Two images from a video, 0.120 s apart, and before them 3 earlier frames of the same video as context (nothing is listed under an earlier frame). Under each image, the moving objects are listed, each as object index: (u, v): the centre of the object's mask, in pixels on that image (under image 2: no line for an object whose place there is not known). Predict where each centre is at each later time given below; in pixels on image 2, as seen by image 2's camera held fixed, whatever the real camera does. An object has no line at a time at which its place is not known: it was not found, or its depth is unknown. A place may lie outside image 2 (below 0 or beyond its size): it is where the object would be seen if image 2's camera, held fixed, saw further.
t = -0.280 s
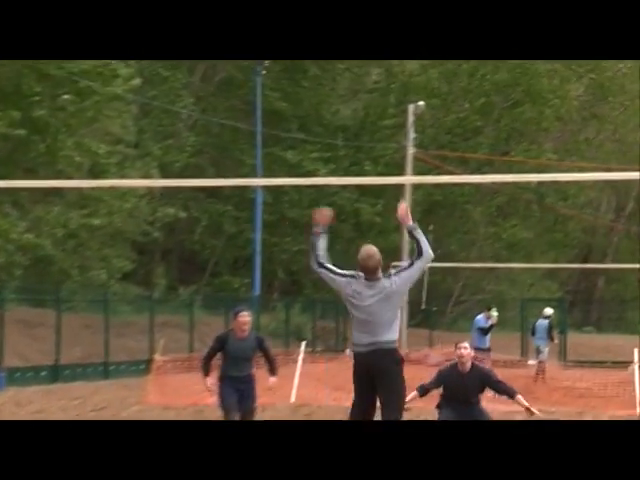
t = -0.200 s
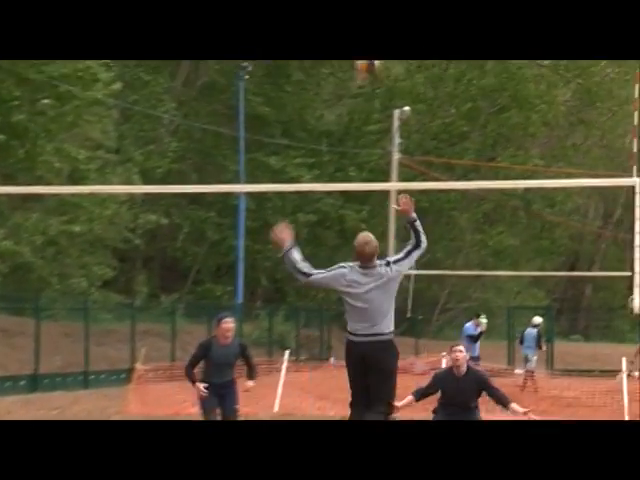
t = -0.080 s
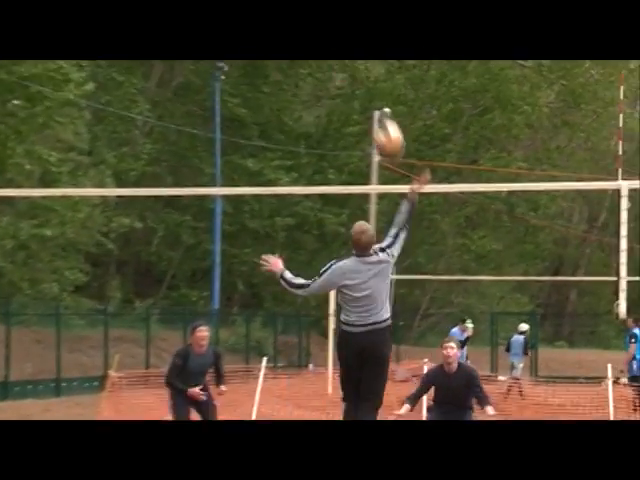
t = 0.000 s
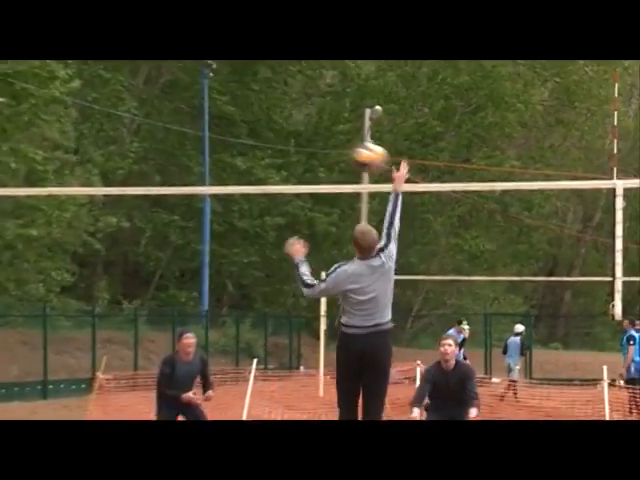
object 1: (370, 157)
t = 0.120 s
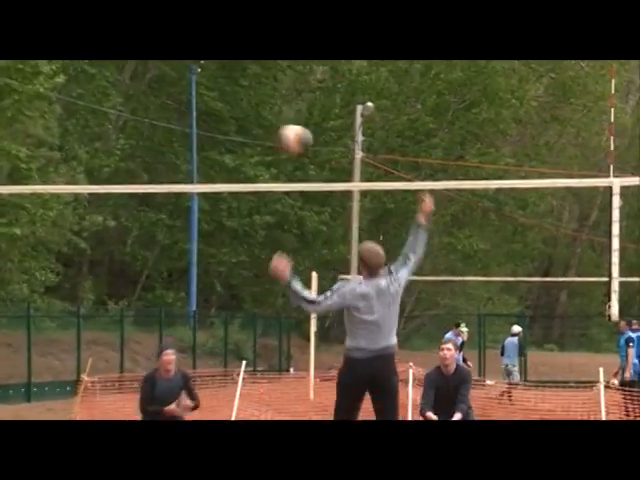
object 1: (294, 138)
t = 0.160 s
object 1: (269, 134)
